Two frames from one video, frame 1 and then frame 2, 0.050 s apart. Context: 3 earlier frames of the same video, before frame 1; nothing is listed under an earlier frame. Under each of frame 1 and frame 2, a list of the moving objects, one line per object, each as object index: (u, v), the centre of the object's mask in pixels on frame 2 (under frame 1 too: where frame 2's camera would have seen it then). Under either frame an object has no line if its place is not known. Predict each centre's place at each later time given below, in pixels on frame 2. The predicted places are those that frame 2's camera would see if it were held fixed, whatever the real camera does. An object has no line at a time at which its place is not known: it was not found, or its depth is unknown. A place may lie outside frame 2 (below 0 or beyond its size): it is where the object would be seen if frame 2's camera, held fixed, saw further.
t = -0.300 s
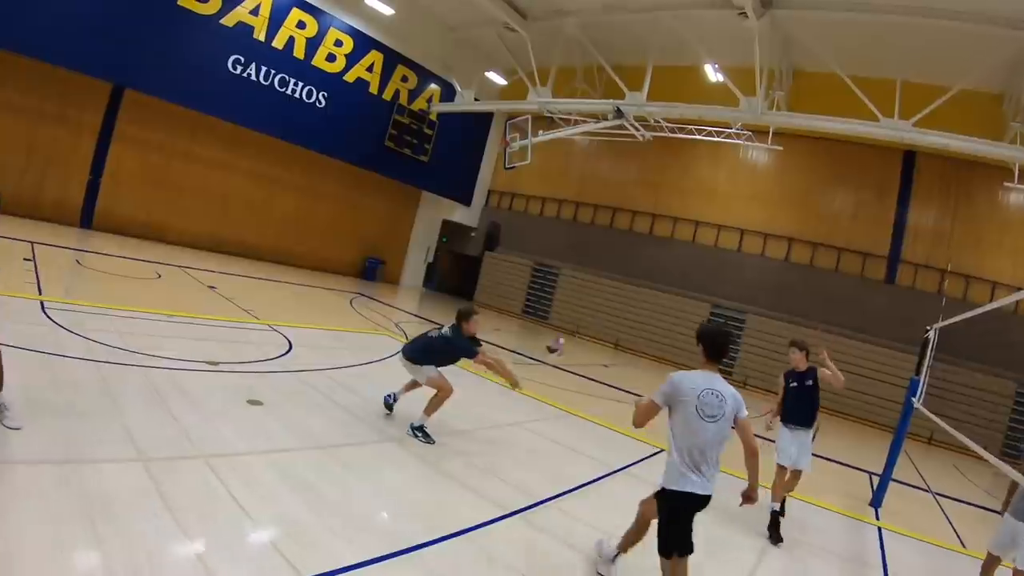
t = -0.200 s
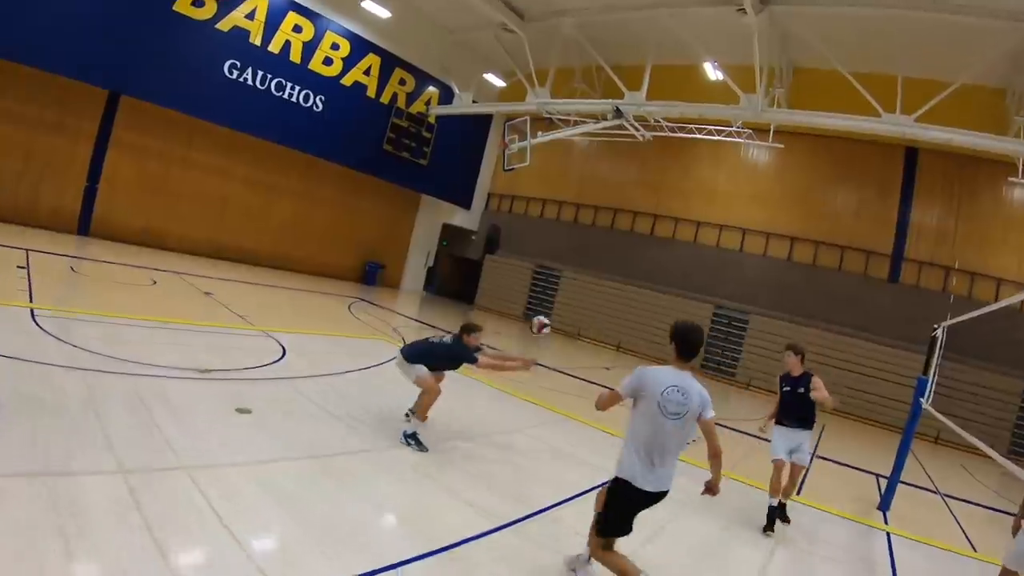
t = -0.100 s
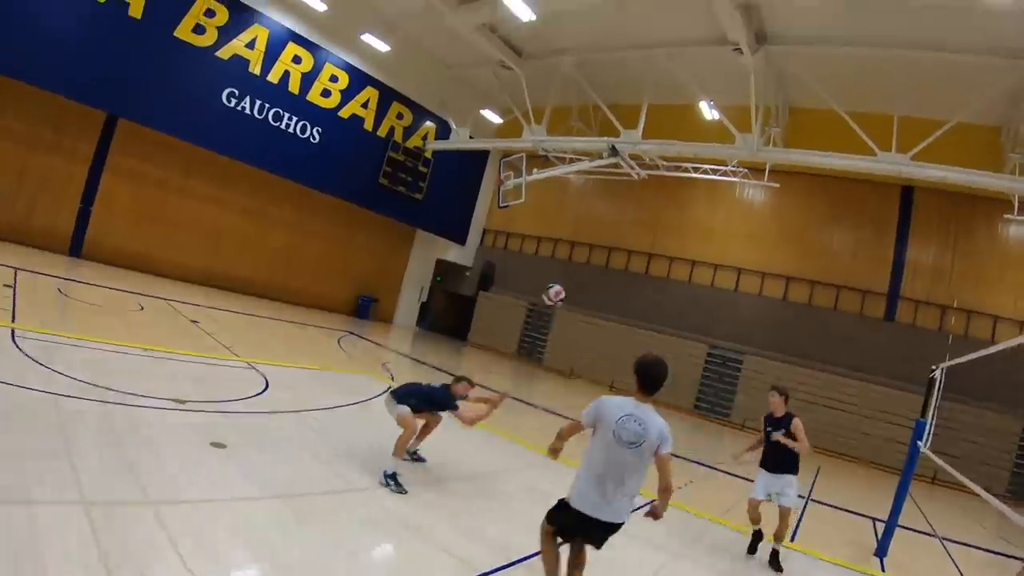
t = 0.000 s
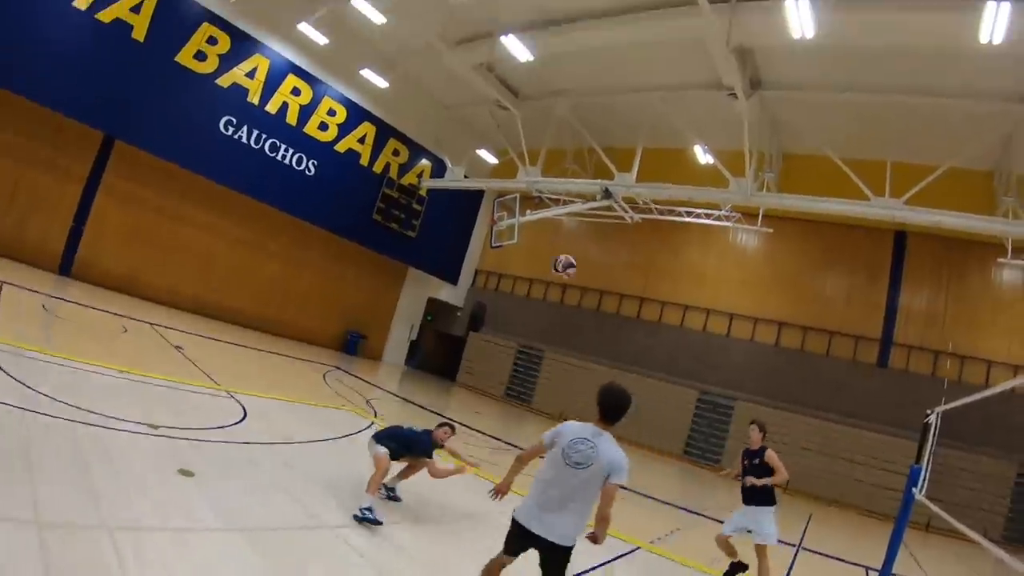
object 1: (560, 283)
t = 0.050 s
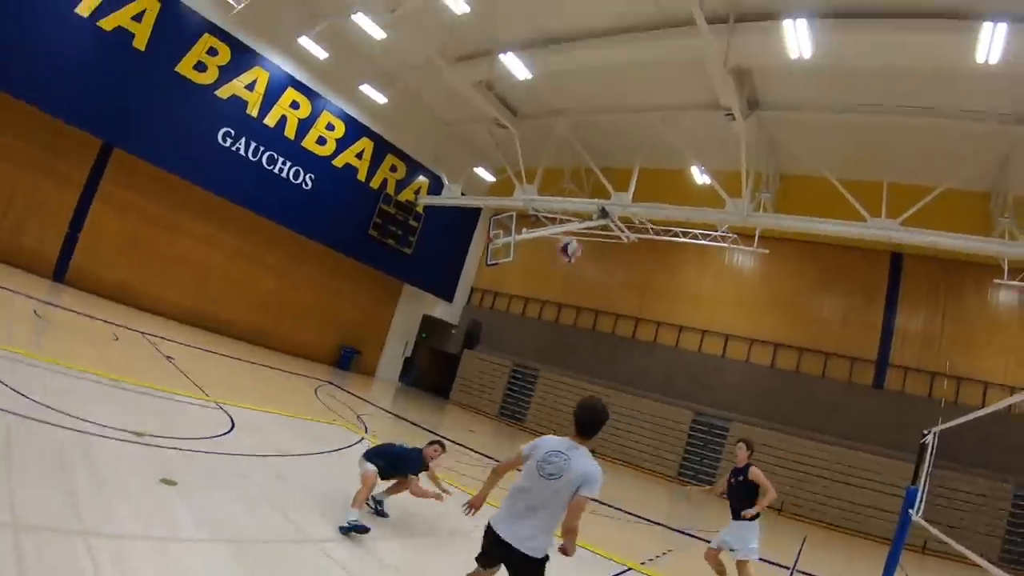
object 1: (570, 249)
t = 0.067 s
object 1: (571, 240)
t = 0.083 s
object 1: (573, 230)
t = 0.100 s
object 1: (579, 220)
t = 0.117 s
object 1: (580, 211)
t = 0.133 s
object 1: (581, 200)
